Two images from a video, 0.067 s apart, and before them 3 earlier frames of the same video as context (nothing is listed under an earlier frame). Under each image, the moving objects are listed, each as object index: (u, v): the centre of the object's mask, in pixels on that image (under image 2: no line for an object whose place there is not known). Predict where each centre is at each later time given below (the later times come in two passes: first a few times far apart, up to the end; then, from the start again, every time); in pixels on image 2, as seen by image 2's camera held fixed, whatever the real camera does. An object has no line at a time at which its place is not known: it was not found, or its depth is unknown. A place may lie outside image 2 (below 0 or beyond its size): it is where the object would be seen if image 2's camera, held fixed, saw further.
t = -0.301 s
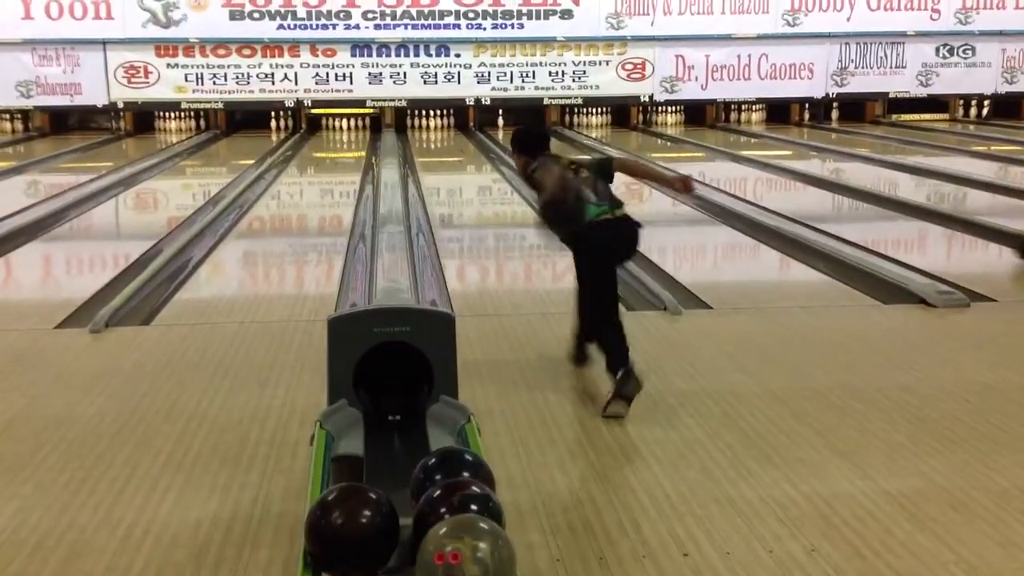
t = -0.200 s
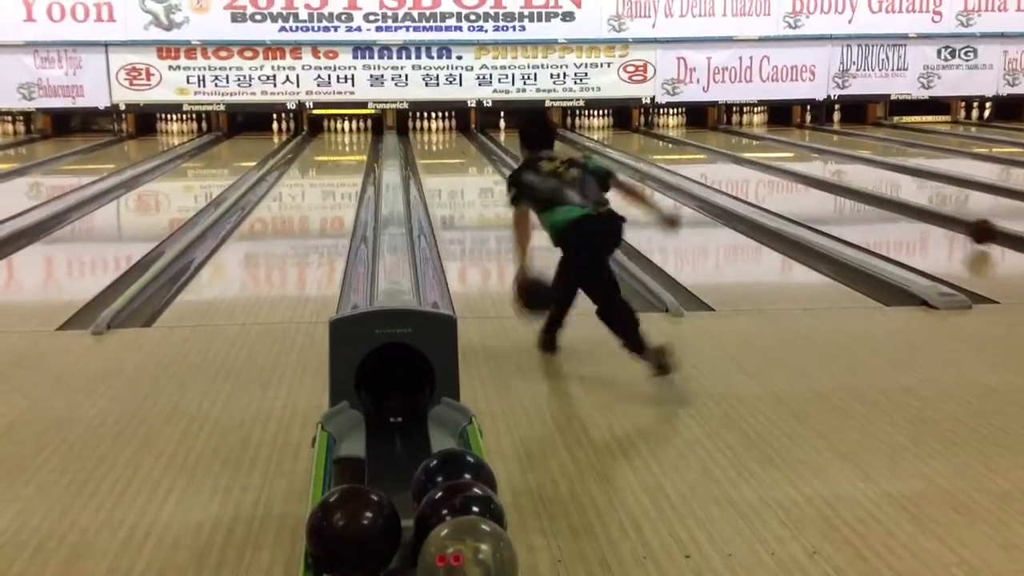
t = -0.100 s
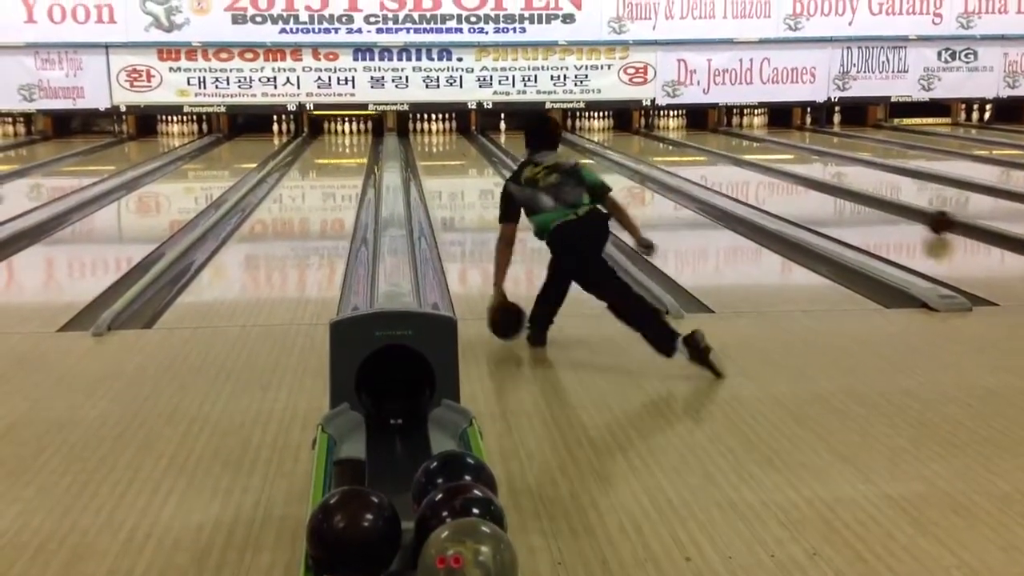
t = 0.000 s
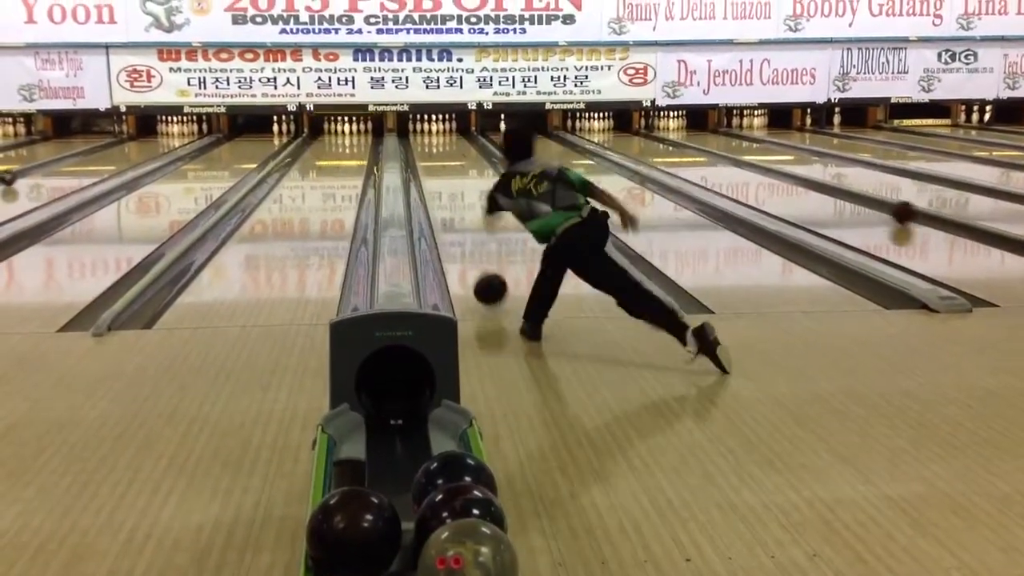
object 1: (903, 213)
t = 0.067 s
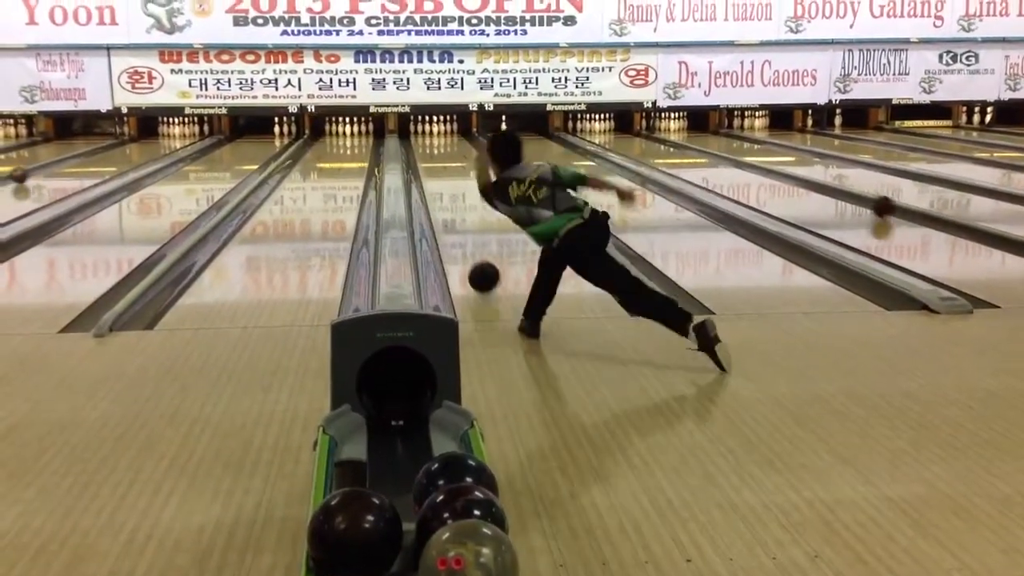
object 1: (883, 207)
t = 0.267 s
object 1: (828, 190)
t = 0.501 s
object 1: (778, 174)
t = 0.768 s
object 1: (734, 162)
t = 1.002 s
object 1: (703, 151)
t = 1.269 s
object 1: (673, 144)
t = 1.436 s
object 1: (658, 141)
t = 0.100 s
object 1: (873, 204)
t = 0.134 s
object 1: (864, 201)
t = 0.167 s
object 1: (854, 198)
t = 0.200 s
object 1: (845, 195)
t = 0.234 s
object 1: (836, 193)
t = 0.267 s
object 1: (828, 190)
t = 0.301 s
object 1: (820, 187)
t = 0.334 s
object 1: (812, 185)
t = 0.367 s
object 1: (805, 182)
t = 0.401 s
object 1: (798, 180)
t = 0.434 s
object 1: (792, 178)
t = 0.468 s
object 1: (784, 176)
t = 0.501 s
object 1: (778, 174)
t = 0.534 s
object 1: (772, 172)
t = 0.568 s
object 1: (766, 170)
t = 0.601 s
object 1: (761, 169)
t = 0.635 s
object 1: (755, 167)
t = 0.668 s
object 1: (749, 166)
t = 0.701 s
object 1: (743, 164)
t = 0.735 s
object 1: (739, 163)
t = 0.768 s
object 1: (734, 162)
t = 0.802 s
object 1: (729, 160)
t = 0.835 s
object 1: (725, 158)
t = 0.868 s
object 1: (720, 157)
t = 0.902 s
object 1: (715, 156)
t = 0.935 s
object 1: (712, 154)
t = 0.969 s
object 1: (707, 153)
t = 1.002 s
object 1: (703, 151)
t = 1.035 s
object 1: (699, 151)
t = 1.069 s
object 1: (695, 150)
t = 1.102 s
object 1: (691, 148)
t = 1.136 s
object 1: (688, 147)
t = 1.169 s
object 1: (685, 146)
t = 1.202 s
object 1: (681, 146)
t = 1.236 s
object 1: (677, 145)
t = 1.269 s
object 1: (673, 144)
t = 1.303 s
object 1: (670, 143)
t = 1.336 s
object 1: (667, 142)
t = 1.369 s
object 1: (664, 141)
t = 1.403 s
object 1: (661, 140)
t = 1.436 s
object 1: (658, 141)
